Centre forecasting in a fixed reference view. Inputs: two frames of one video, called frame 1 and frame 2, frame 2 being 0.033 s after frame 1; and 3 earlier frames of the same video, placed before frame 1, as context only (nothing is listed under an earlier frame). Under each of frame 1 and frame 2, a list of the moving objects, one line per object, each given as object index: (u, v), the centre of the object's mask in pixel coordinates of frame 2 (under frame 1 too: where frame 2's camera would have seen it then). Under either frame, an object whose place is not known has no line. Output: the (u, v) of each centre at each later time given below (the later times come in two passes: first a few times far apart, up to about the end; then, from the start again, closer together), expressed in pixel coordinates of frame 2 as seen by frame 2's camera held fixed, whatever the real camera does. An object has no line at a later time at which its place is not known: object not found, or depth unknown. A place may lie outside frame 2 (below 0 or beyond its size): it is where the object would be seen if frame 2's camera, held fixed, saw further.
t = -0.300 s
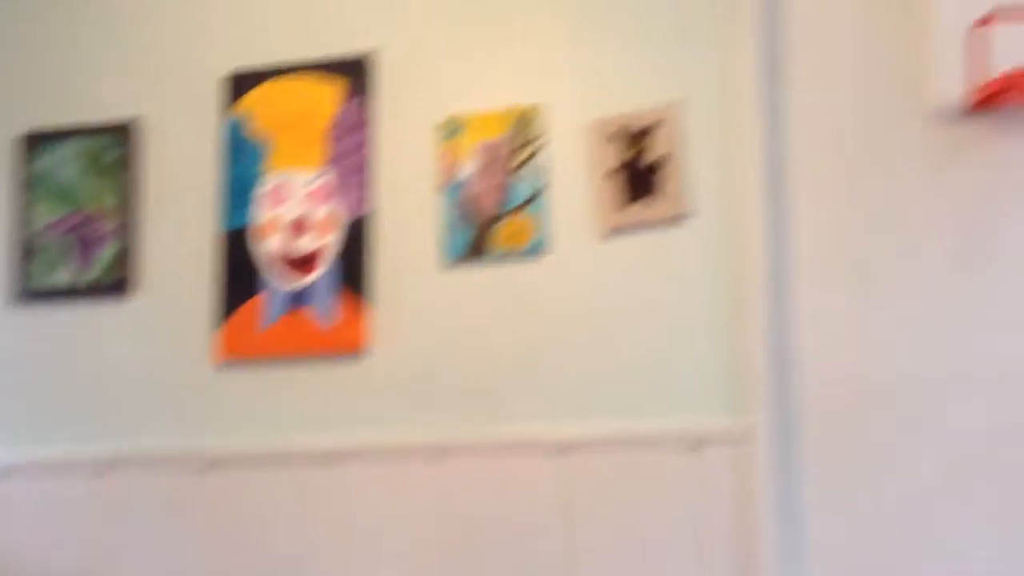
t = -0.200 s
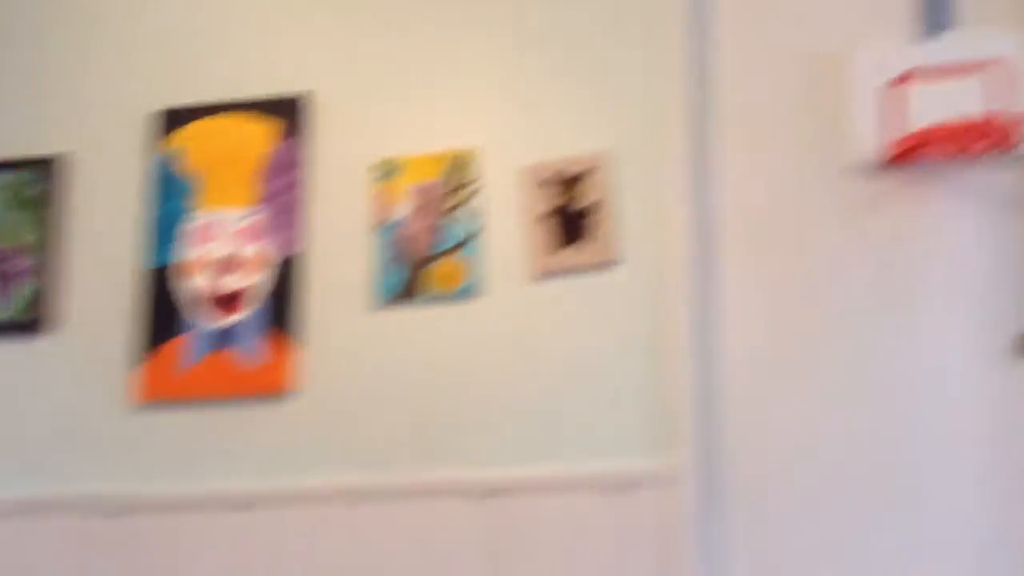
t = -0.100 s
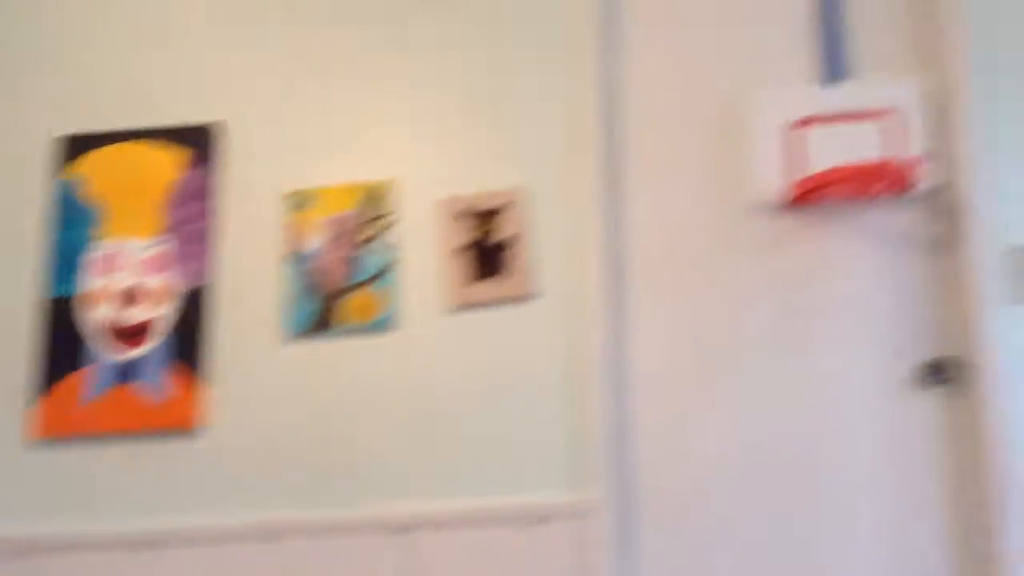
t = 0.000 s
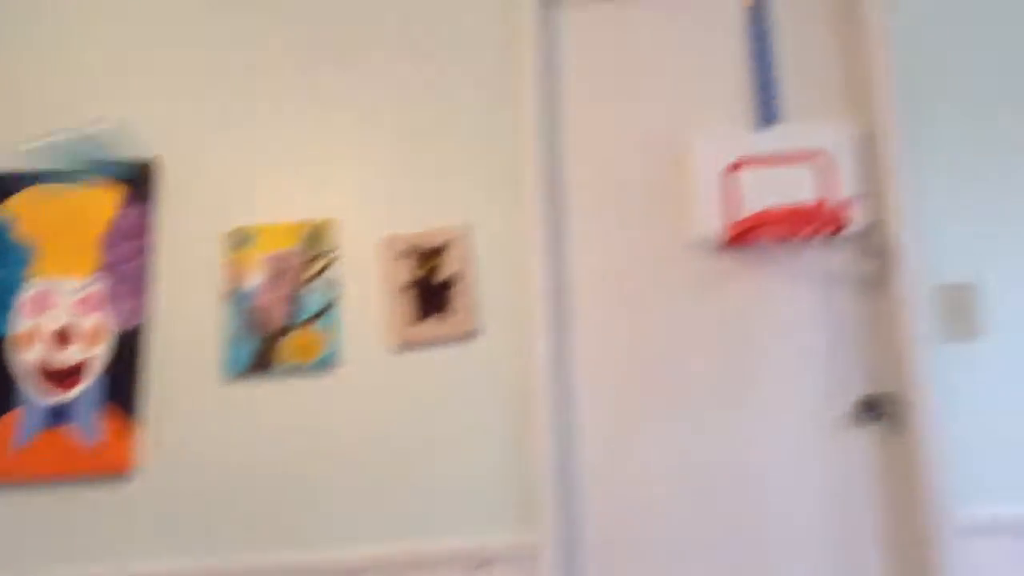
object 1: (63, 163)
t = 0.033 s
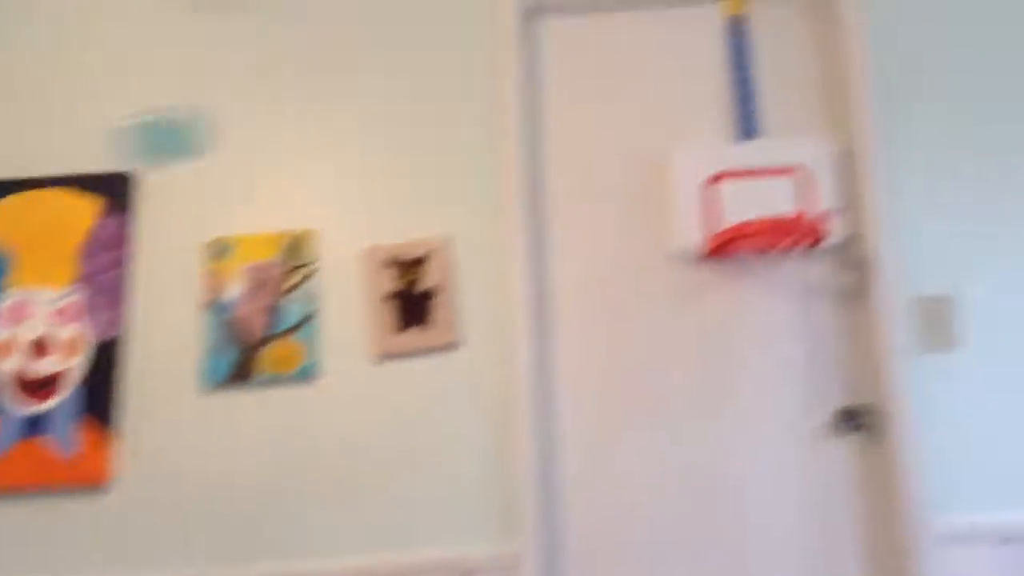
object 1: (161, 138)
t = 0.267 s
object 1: (601, 140)
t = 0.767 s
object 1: (802, 384)
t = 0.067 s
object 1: (254, 117)
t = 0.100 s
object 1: (332, 106)
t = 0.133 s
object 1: (402, 105)
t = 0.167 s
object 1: (460, 109)
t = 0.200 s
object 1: (512, 115)
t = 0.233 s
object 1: (560, 127)
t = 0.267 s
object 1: (601, 140)
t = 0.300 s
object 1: (640, 156)
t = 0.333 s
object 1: (681, 180)
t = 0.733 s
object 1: (794, 352)
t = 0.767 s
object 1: (802, 384)
